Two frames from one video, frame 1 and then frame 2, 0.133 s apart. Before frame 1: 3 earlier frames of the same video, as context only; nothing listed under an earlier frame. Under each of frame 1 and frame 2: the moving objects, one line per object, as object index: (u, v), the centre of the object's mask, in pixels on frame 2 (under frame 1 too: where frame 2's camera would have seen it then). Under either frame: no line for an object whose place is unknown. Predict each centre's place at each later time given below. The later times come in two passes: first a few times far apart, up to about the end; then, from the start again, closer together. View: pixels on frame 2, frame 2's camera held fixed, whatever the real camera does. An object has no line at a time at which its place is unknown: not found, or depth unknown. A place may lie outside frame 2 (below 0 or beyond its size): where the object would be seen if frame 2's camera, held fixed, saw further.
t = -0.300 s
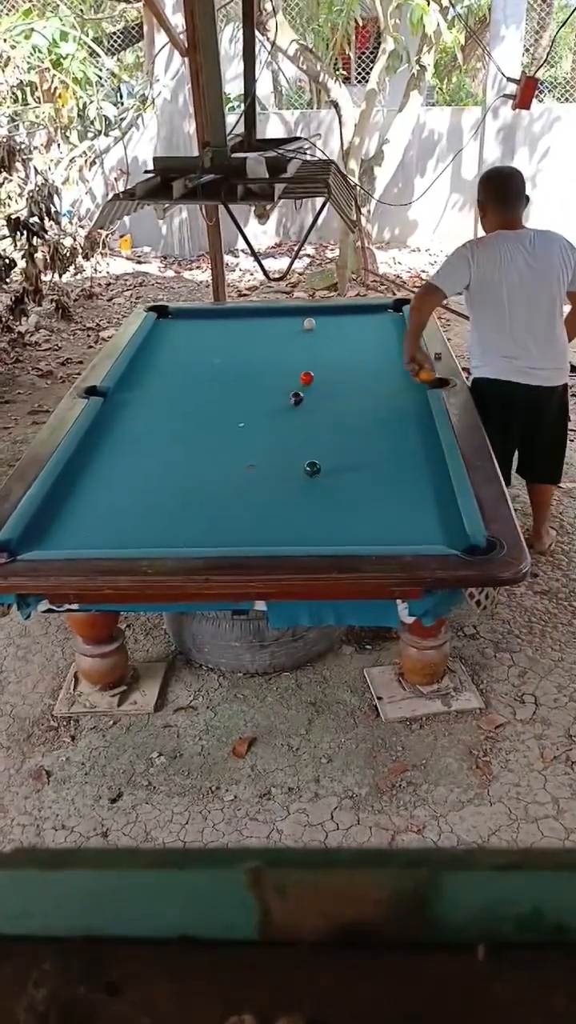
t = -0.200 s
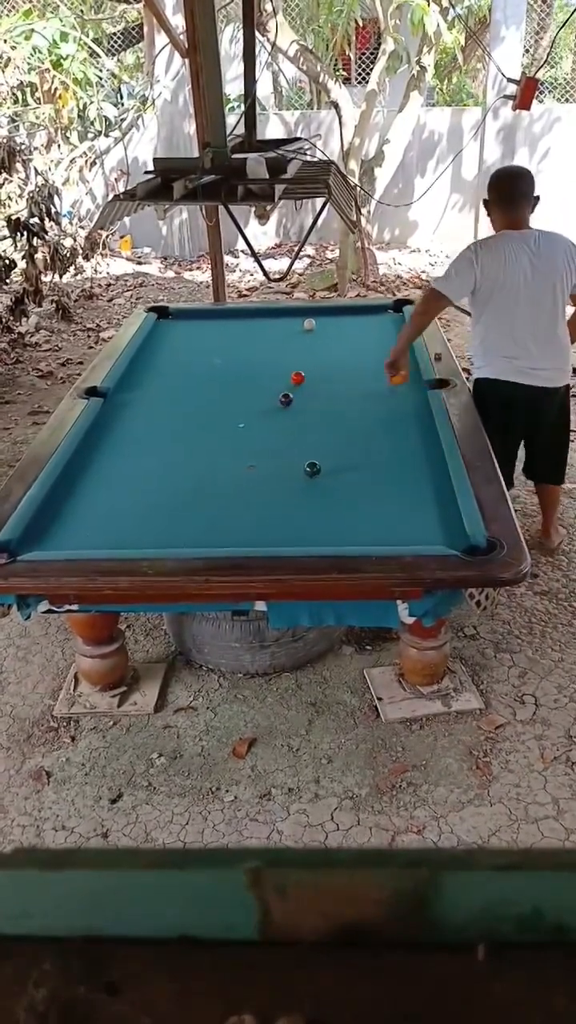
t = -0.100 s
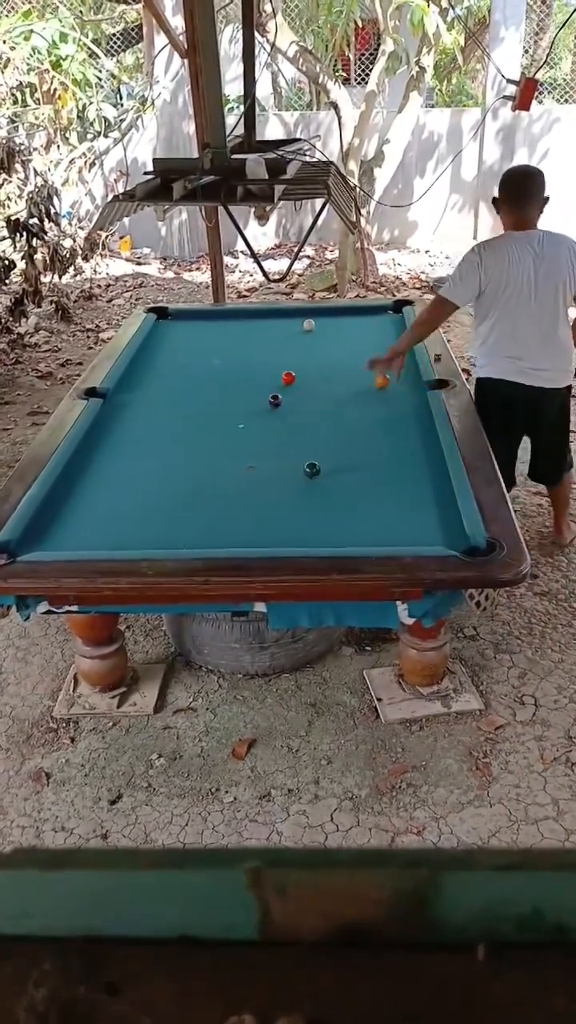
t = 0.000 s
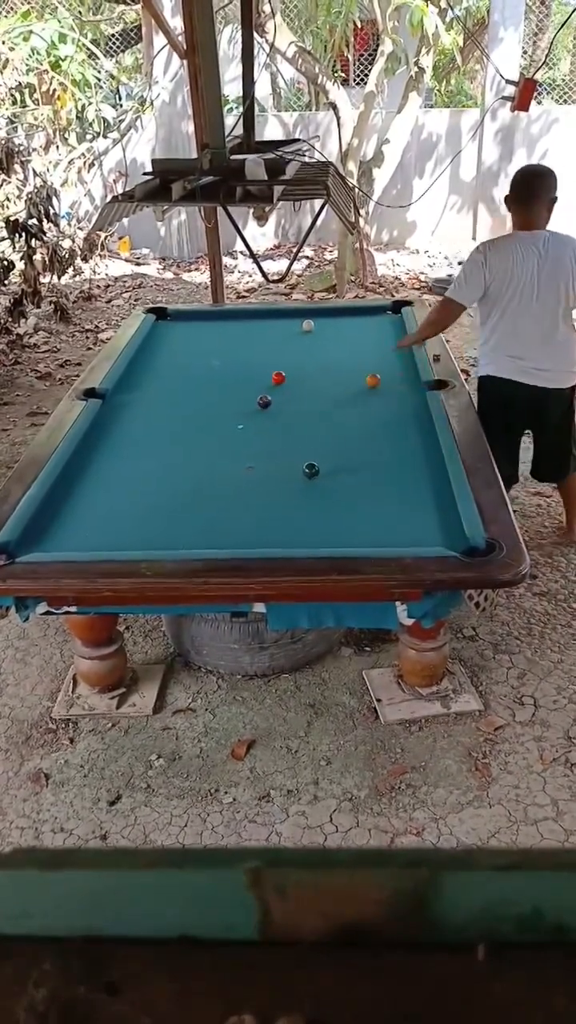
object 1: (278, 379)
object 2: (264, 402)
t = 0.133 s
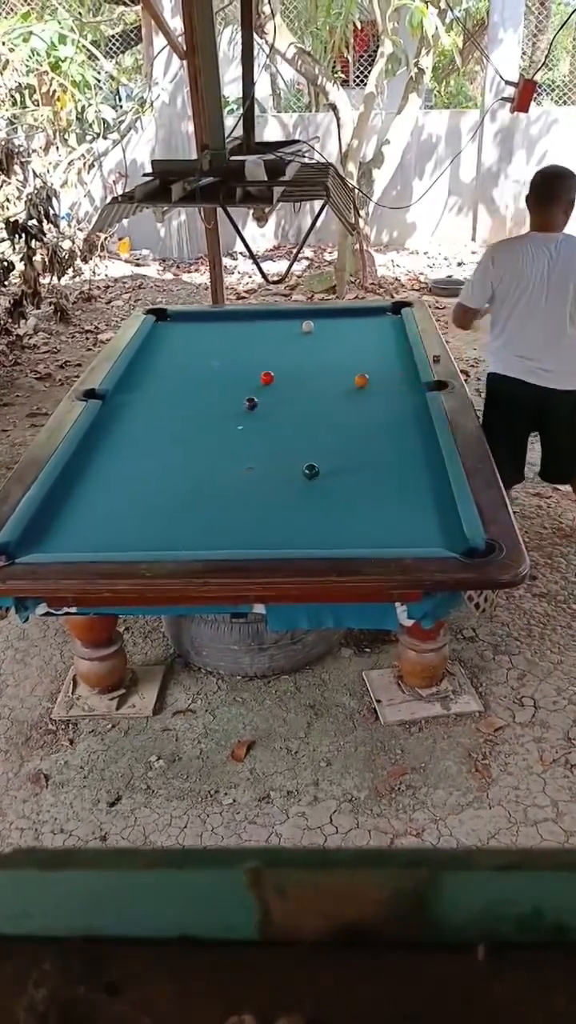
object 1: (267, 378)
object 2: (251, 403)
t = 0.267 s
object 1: (256, 377)
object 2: (239, 404)
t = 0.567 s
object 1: (234, 375)
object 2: (211, 405)
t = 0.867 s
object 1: (213, 373)
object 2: (187, 405)
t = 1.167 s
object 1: (195, 372)
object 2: (165, 407)
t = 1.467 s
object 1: (180, 370)
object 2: (146, 407)
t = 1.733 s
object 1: (168, 369)
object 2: (131, 408)
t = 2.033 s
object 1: (157, 369)
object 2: (116, 408)
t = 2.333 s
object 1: (149, 368)
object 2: (107, 408)
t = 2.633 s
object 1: (143, 368)
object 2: (110, 407)
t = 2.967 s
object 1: (140, 368)
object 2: (111, 408)
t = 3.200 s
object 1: (140, 368)
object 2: (111, 408)
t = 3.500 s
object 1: (140, 368)
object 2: (110, 408)
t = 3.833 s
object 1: (140, 368)
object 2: (111, 408)
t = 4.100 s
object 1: (140, 368)
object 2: (111, 408)
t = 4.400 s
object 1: (140, 368)
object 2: (111, 408)
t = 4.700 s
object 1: (140, 368)
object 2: (110, 408)
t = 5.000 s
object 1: (140, 368)
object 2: (110, 408)
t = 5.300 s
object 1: (140, 367)
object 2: (111, 408)
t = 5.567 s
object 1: (140, 367)
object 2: (110, 408)
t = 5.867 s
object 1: (140, 368)
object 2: (110, 408)
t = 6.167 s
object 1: (140, 367)
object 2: (111, 408)
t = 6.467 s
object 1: (140, 367)
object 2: (110, 408)
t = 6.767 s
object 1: (140, 367)
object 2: (111, 408)
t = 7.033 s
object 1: (140, 368)
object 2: (110, 408)
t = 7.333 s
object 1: (140, 367)
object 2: (111, 408)
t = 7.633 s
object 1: (140, 367)
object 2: (110, 408)
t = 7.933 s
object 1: (140, 368)
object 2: (110, 408)
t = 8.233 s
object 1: (140, 367)
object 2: (111, 408)
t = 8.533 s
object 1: (140, 368)
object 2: (111, 408)
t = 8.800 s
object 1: (140, 367)
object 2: (110, 408)
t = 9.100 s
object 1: (140, 367)
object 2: (111, 408)
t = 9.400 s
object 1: (140, 368)
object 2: (111, 408)
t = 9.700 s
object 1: (140, 367)
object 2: (111, 408)
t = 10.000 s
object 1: (140, 367)
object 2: (111, 408)
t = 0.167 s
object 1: (264, 377)
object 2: (248, 403)
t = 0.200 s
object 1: (261, 377)
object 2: (245, 403)
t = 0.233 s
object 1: (259, 377)
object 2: (241, 404)
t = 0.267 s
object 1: (256, 377)
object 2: (239, 404)
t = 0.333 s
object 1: (251, 376)
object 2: (232, 404)
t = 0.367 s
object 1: (248, 376)
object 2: (229, 404)
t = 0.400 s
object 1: (246, 376)
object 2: (226, 404)
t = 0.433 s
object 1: (243, 376)
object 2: (223, 404)
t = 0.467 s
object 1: (241, 375)
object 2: (220, 404)
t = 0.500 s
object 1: (238, 375)
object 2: (217, 404)
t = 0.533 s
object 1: (236, 375)
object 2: (214, 405)
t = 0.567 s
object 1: (234, 375)
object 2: (211, 405)
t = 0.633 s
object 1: (229, 374)
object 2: (206, 405)
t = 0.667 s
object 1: (227, 374)
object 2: (203, 405)
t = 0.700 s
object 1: (224, 374)
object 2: (200, 405)
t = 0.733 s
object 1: (222, 374)
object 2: (197, 405)
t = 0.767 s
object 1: (220, 374)
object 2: (195, 405)
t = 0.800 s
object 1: (218, 373)
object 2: (192, 405)
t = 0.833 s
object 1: (215, 373)
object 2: (190, 405)
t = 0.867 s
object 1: (213, 373)
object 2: (187, 405)
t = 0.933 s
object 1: (209, 373)
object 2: (182, 406)
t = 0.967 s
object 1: (207, 372)
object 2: (180, 406)
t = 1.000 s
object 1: (205, 372)
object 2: (177, 406)
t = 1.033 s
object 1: (203, 372)
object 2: (174, 406)
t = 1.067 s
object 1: (201, 372)
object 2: (172, 406)
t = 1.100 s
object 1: (199, 372)
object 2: (170, 407)
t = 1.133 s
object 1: (197, 372)
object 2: (167, 407)
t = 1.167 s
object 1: (195, 372)
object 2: (165, 407)
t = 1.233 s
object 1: (192, 371)
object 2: (161, 407)
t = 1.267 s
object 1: (190, 371)
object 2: (159, 407)
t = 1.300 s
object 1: (188, 371)
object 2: (156, 407)
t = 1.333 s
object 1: (187, 370)
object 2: (154, 407)
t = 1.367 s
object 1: (185, 370)
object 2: (152, 407)
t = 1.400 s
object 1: (183, 370)
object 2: (150, 407)
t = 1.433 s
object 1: (182, 370)
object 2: (148, 407)
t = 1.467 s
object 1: (180, 370)
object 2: (146, 407)
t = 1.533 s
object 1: (177, 370)
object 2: (142, 407)
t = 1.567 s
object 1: (175, 369)
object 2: (140, 407)
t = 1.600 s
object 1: (174, 369)
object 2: (138, 407)
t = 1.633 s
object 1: (172, 369)
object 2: (136, 407)
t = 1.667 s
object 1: (171, 369)
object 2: (134, 407)
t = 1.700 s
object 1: (170, 369)
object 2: (133, 407)
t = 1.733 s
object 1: (168, 369)
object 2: (131, 408)
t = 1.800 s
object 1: (165, 369)
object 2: (127, 408)
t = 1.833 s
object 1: (164, 369)
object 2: (125, 408)
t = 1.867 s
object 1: (163, 369)
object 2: (124, 408)
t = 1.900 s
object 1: (162, 369)
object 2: (122, 408)
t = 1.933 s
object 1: (160, 369)
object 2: (121, 408)
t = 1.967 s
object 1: (159, 369)
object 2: (119, 408)
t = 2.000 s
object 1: (158, 369)
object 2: (118, 408)
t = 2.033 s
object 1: (157, 369)
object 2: (116, 408)
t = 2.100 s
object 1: (155, 368)
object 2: (114, 408)
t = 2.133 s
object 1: (154, 368)
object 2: (112, 408)
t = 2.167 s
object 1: (153, 368)
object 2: (112, 408)
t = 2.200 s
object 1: (152, 368)
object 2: (111, 408)
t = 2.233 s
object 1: (151, 368)
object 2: (109, 409)
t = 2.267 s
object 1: (150, 368)
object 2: (108, 408)
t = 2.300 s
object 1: (149, 368)
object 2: (107, 408)
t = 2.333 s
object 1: (149, 368)
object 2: (107, 408)
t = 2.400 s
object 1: (147, 368)
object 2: (108, 408)
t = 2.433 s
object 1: (146, 368)
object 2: (108, 408)
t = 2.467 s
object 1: (146, 368)
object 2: (109, 408)
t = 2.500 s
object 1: (145, 368)
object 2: (110, 408)
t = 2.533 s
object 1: (145, 368)
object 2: (110, 408)
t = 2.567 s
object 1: (144, 368)
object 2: (110, 408)
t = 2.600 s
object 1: (143, 368)
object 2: (110, 408)
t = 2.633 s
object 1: (143, 368)
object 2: (110, 407)
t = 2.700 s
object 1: (142, 368)
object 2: (111, 407)
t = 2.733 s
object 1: (142, 368)
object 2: (111, 407)
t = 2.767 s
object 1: (141, 368)
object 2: (111, 407)
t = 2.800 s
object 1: (141, 368)
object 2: (111, 408)
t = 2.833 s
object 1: (140, 367)
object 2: (111, 408)
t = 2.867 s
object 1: (140, 367)
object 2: (111, 408)
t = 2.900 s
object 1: (140, 368)
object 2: (111, 408)
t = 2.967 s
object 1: (140, 368)
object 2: (111, 408)
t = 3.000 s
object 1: (140, 368)
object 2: (111, 408)
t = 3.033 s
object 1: (140, 368)
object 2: (110, 408)
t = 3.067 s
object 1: (140, 368)
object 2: (111, 408)
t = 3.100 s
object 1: (140, 368)
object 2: (111, 408)
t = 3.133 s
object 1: (140, 367)
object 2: (111, 408)
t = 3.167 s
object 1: (140, 367)
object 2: (111, 408)
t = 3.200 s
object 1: (140, 368)
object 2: (111, 408)
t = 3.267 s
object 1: (140, 368)
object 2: (111, 408)
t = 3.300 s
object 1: (140, 368)
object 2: (111, 408)
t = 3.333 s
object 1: (140, 368)
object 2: (111, 408)
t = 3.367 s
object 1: (140, 368)
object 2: (111, 408)
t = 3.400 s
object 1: (140, 368)
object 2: (111, 408)
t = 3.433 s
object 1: (140, 368)
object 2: (111, 408)
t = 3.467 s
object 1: (140, 368)
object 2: (110, 408)
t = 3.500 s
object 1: (140, 368)
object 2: (110, 408)
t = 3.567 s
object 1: (140, 368)
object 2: (111, 408)
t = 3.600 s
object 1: (140, 368)
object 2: (111, 408)
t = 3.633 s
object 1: (140, 368)
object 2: (111, 407)
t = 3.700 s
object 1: (140, 368)
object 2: (111, 408)
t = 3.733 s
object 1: (140, 368)
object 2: (111, 408)
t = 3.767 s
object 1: (140, 368)
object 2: (111, 408)
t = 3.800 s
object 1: (140, 368)
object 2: (111, 408)
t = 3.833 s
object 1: (140, 368)
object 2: (111, 408)
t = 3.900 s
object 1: (140, 368)
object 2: (111, 408)
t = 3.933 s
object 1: (140, 368)
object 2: (111, 408)
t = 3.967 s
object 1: (140, 368)
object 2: (111, 408)
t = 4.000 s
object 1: (141, 368)
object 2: (111, 408)
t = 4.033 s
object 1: (140, 368)
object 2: (111, 408)
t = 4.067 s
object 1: (140, 368)
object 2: (111, 408)
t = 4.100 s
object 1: (140, 368)
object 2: (111, 408)
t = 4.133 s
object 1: (141, 368)
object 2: (111, 408)
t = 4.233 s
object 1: (140, 368)
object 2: (111, 408)
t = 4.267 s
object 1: (141, 368)
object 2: (111, 408)
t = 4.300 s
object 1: (140, 367)
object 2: (111, 408)
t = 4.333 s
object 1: (140, 367)
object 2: (111, 408)
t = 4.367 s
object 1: (140, 367)
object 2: (111, 408)
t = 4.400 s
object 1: (140, 368)
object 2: (111, 408)
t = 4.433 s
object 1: (140, 368)
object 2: (111, 408)
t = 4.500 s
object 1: (140, 368)
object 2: (111, 408)
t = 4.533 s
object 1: (140, 368)
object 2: (110, 408)
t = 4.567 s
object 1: (140, 368)
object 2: (111, 408)
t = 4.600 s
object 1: (140, 368)
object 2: (111, 408)
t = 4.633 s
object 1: (140, 368)
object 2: (110, 408)
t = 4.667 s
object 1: (140, 368)
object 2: (110, 408)
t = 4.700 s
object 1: (140, 368)
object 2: (110, 408)
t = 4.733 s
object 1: (140, 368)
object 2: (111, 408)
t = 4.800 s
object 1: (140, 367)
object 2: (110, 408)
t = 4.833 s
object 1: (140, 367)
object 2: (110, 408)
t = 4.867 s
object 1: (140, 368)
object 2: (111, 408)
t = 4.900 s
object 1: (140, 367)
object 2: (111, 408)
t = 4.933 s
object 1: (140, 367)
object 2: (111, 407)
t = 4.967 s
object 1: (140, 368)
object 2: (111, 408)
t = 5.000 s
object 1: (140, 368)
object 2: (110, 408)
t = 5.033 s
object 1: (140, 367)
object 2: (111, 408)
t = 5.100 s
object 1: (140, 367)
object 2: (111, 408)
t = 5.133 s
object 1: (140, 367)
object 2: (111, 408)
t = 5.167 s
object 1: (140, 367)
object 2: (111, 408)
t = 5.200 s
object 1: (140, 367)
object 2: (111, 408)
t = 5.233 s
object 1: (140, 367)
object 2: (111, 408)
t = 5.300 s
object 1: (140, 367)
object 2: (111, 408)
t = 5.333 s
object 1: (140, 367)
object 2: (111, 408)
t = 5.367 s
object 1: (140, 368)
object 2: (111, 408)
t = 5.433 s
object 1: (140, 368)
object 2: (111, 407)
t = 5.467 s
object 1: (140, 368)
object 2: (111, 407)
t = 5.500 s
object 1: (140, 367)
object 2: (110, 408)
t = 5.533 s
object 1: (140, 367)
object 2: (110, 408)
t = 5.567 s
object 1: (140, 367)
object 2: (110, 408)
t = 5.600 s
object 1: (140, 367)
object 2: (111, 408)
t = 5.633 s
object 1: (140, 368)
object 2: (111, 407)
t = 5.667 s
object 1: (140, 368)
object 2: (111, 408)
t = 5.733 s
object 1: (140, 368)
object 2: (110, 408)
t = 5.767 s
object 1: (140, 368)
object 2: (111, 408)
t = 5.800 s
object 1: (140, 368)
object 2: (111, 408)
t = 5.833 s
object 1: (140, 368)
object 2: (111, 408)
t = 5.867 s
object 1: (140, 368)
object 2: (110, 408)
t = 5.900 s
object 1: (140, 367)
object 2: (110, 408)
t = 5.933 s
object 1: (140, 367)
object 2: (111, 408)
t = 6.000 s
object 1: (140, 368)
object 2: (111, 408)
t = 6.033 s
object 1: (140, 367)
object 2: (111, 408)
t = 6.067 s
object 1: (140, 367)
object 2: (111, 408)
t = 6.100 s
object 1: (140, 367)
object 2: (111, 408)
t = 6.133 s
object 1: (140, 367)
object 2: (111, 408)
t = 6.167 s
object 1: (140, 367)
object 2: (111, 408)
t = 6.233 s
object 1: (140, 367)
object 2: (111, 408)
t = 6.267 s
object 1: (140, 367)
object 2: (111, 408)
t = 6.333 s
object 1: (140, 367)
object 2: (111, 408)
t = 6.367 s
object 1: (140, 367)
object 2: (111, 408)
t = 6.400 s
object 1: (140, 368)
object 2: (110, 408)
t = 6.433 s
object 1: (140, 368)
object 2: (111, 408)
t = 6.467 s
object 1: (140, 367)
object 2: (110, 408)
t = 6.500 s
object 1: (140, 367)
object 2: (111, 408)
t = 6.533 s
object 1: (140, 367)
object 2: (111, 408)
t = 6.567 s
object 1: (140, 367)
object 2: (111, 408)
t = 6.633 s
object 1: (140, 367)
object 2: (110, 408)
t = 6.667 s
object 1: (140, 368)
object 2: (110, 408)
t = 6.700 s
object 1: (140, 368)
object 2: (111, 408)
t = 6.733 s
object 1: (140, 368)
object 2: (110, 408)
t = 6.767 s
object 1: (140, 367)
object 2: (111, 408)
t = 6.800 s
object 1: (140, 367)
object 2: (111, 408)
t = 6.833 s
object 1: (140, 367)
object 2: (110, 408)
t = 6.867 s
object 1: (140, 367)
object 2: (111, 408)
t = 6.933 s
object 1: (140, 368)
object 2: (111, 408)
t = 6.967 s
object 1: (140, 367)
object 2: (111, 408)
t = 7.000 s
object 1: (140, 367)
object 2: (111, 408)
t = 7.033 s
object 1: (140, 368)
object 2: (110, 408)
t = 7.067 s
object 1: (140, 367)
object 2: (111, 408)
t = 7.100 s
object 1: (140, 367)
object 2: (111, 408)
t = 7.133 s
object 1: (140, 367)
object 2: (111, 408)
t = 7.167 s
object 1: (140, 367)
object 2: (111, 408)
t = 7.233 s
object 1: (140, 367)
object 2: (111, 408)
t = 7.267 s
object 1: (140, 367)
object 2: (111, 408)
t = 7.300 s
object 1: (140, 367)
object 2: (111, 408)
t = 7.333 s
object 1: (140, 367)
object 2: (111, 408)
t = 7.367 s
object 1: (140, 367)
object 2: (111, 408)
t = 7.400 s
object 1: (140, 368)
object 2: (111, 408)
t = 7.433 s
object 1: (140, 367)
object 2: (111, 408)
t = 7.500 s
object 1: (140, 368)
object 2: (111, 408)
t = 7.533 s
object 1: (140, 368)
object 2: (111, 408)
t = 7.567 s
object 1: (140, 368)
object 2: (111, 408)
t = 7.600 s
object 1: (140, 368)
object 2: (111, 408)
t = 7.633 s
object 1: (140, 367)
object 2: (110, 408)
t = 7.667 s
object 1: (140, 367)
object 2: (111, 408)
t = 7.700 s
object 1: (140, 367)
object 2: (111, 408)
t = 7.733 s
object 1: (140, 367)
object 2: (111, 408)
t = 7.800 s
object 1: (140, 367)
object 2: (110, 408)
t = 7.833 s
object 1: (140, 367)
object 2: (111, 408)
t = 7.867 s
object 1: (140, 367)
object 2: (111, 408)
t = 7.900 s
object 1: (140, 368)
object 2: (111, 408)
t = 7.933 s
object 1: (140, 368)
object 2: (110, 408)
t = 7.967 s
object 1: (140, 368)
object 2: (110, 408)
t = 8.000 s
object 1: (140, 368)
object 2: (111, 408)
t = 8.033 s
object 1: (140, 368)
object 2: (111, 408)
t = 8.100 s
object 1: (140, 367)
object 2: (111, 408)
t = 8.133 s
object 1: (140, 367)
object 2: (111, 408)
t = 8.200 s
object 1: (140, 367)
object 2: (111, 408)
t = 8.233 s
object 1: (140, 367)
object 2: (111, 408)
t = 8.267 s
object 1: (140, 367)
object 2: (111, 408)
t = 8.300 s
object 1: (140, 367)
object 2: (111, 408)
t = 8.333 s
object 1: (140, 368)
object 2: (111, 408)
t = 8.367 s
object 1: (140, 367)
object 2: (111, 408)
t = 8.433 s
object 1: (140, 368)
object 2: (111, 408)
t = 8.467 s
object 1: (140, 367)
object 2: (111, 408)
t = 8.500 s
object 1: (140, 367)
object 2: (111, 408)
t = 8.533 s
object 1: (140, 368)
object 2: (111, 408)
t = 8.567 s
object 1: (140, 368)
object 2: (111, 408)
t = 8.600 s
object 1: (140, 368)
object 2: (111, 408)
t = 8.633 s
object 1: (140, 367)
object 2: (110, 408)
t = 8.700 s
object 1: (140, 367)
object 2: (111, 408)
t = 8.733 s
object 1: (140, 367)
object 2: (111, 408)
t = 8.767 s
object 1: (140, 367)
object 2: (110, 408)
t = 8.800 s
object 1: (140, 367)
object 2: (110, 408)
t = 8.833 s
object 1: (140, 367)
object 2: (110, 408)
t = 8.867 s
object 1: (140, 367)
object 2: (111, 408)
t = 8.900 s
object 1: (140, 367)
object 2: (110, 408)
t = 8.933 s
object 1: (140, 367)
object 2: (111, 408)
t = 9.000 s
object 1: (140, 367)
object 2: (111, 408)
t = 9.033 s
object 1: (140, 367)
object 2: (111, 408)
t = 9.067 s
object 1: (140, 367)
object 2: (111, 408)
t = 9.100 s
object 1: (140, 367)
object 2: (111, 408)
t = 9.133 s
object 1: (140, 367)
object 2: (111, 408)
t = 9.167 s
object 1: (140, 367)
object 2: (111, 408)
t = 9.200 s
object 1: (140, 367)
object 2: (111, 408)
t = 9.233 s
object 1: (140, 367)
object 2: (111, 408)
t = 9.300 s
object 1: (140, 367)
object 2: (111, 408)
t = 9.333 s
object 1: (140, 367)
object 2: (111, 408)
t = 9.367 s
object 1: (140, 367)
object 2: (111, 408)
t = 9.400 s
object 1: (140, 368)
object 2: (111, 408)
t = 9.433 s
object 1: (140, 368)
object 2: (111, 408)
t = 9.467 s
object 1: (140, 368)
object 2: (111, 408)
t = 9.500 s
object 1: (140, 368)
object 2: (111, 408)
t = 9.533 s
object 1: (140, 368)
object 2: (110, 408)
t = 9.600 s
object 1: (140, 368)
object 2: (111, 408)
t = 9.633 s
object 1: (140, 367)
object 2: (111, 407)
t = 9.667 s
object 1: (140, 367)
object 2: (111, 408)
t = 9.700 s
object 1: (140, 367)
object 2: (111, 408)
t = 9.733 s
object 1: (140, 367)
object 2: (111, 408)
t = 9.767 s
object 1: (140, 367)
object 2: (111, 408)
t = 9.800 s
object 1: (140, 367)
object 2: (110, 408)
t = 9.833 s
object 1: (140, 368)
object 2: (111, 408)
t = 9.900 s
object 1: (140, 367)
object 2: (111, 408)
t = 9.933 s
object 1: (140, 367)
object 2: (111, 408)
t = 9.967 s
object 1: (140, 367)
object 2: (111, 408)
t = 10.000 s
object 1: (140, 367)
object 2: (111, 408)
